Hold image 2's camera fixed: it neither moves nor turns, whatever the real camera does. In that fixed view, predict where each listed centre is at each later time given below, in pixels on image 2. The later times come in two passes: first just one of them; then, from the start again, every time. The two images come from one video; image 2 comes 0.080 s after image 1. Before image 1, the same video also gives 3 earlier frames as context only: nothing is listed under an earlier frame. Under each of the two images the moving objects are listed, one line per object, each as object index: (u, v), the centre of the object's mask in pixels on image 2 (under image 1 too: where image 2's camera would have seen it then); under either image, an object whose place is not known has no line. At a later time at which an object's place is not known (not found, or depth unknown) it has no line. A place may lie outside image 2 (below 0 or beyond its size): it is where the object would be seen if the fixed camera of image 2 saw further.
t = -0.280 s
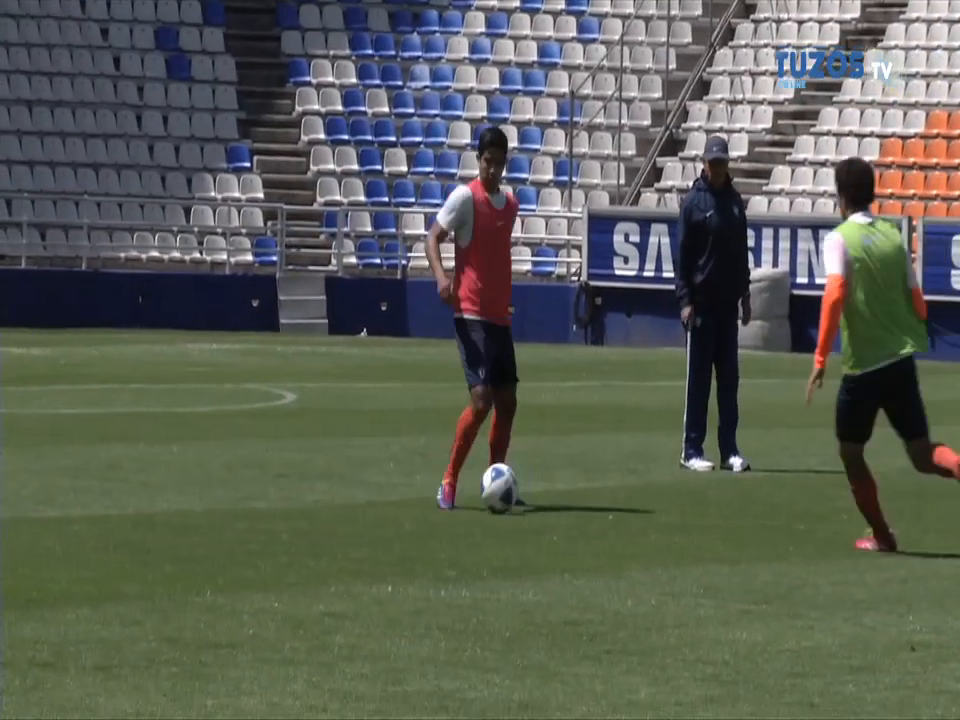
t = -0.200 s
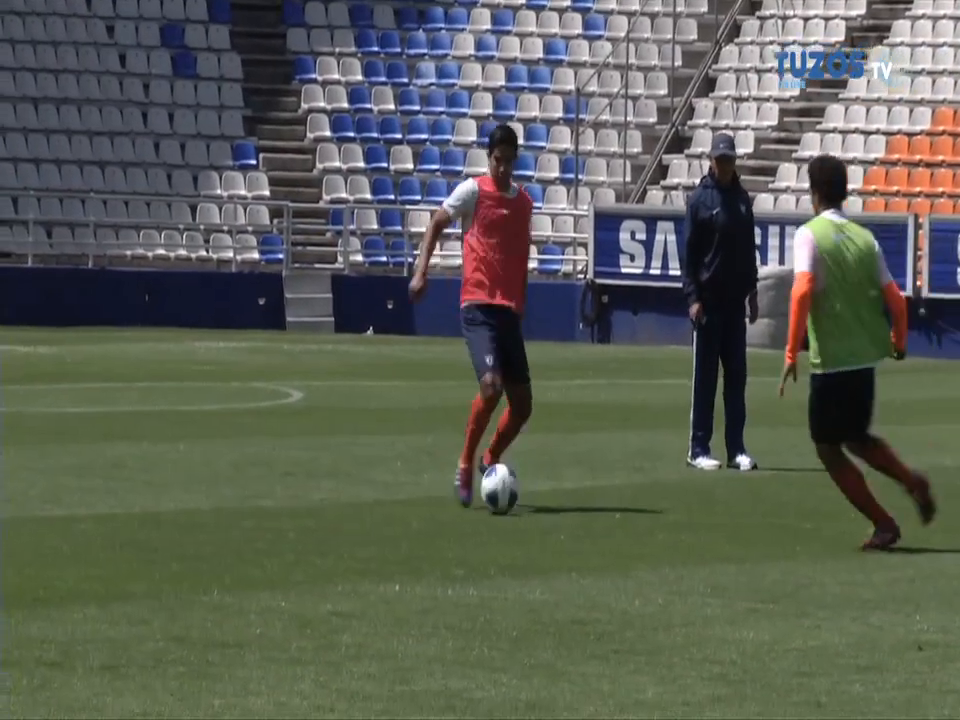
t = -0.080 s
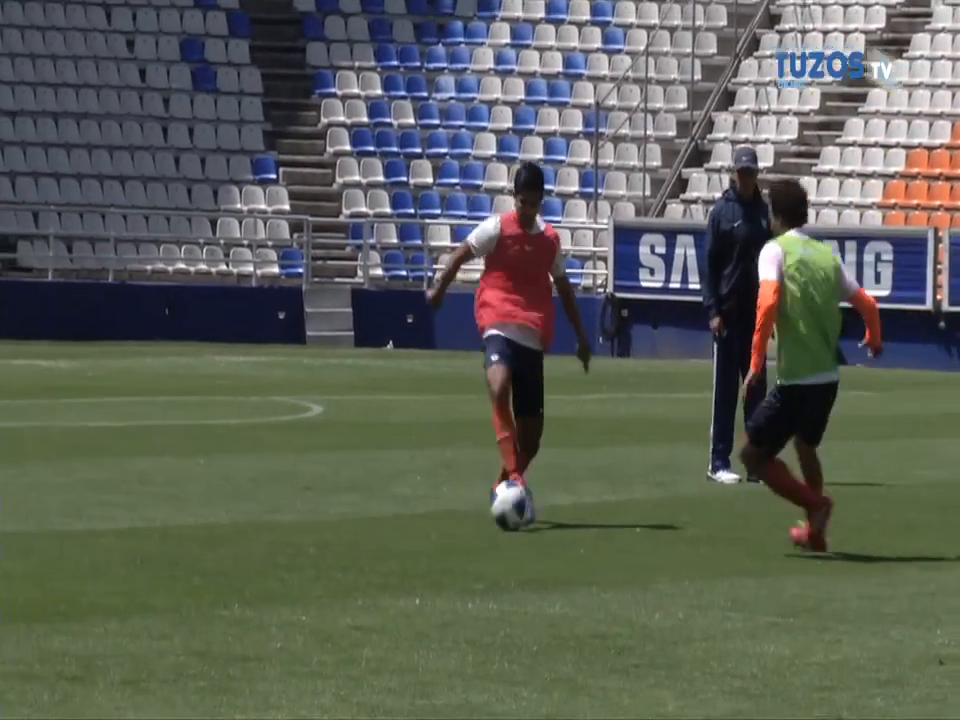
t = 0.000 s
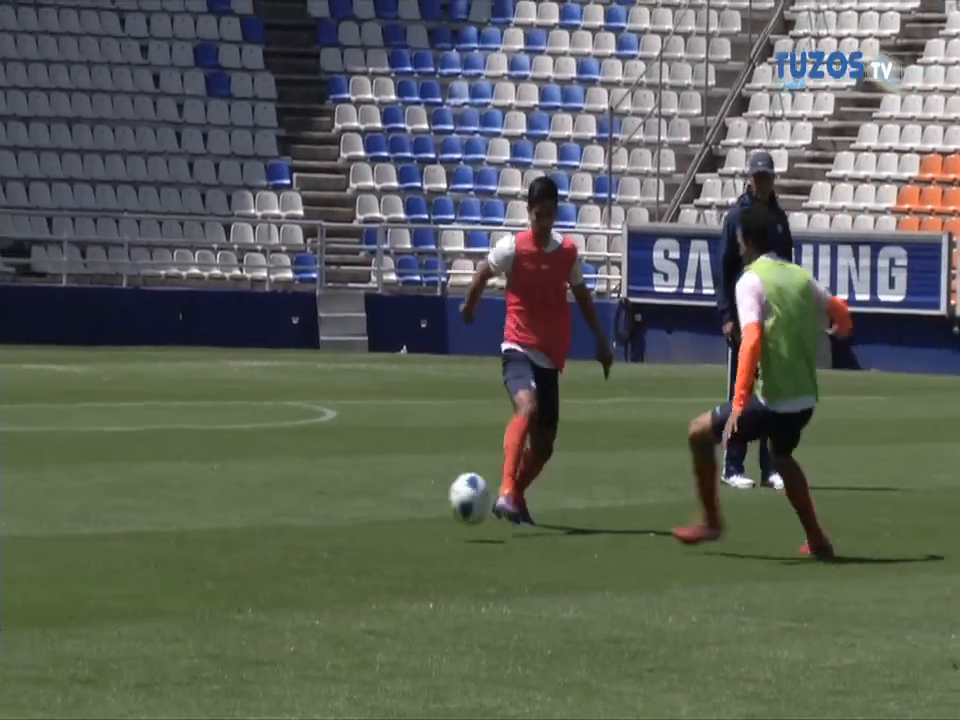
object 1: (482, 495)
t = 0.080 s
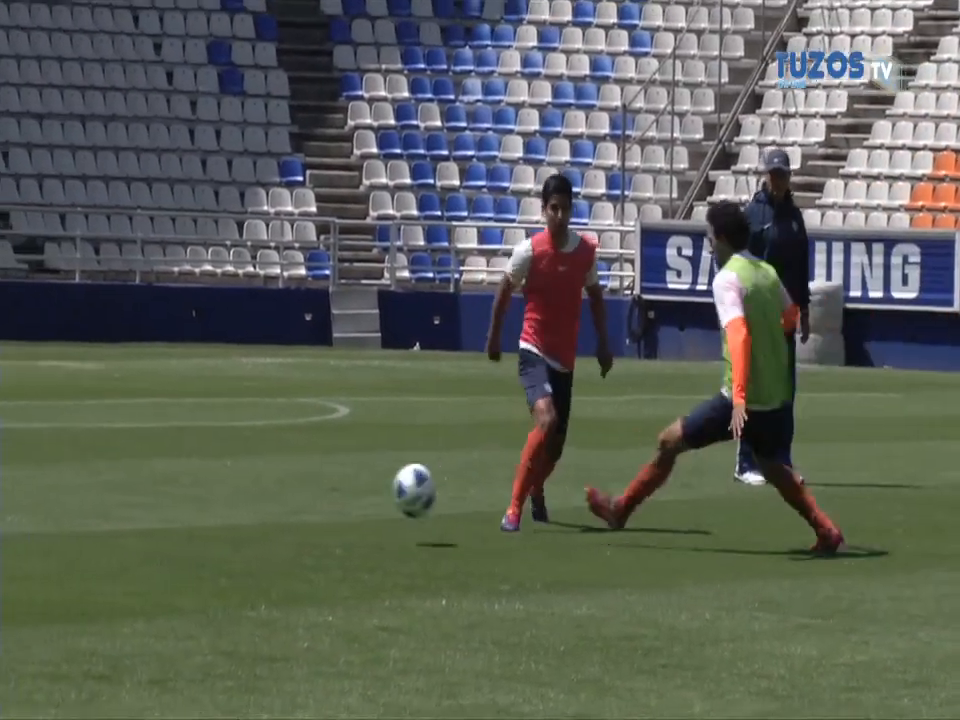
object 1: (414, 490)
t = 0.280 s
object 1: (234, 531)
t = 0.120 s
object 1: (378, 493)
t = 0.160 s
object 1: (342, 499)
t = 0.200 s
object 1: (305, 510)
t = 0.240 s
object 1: (267, 525)
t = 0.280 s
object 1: (234, 531)
